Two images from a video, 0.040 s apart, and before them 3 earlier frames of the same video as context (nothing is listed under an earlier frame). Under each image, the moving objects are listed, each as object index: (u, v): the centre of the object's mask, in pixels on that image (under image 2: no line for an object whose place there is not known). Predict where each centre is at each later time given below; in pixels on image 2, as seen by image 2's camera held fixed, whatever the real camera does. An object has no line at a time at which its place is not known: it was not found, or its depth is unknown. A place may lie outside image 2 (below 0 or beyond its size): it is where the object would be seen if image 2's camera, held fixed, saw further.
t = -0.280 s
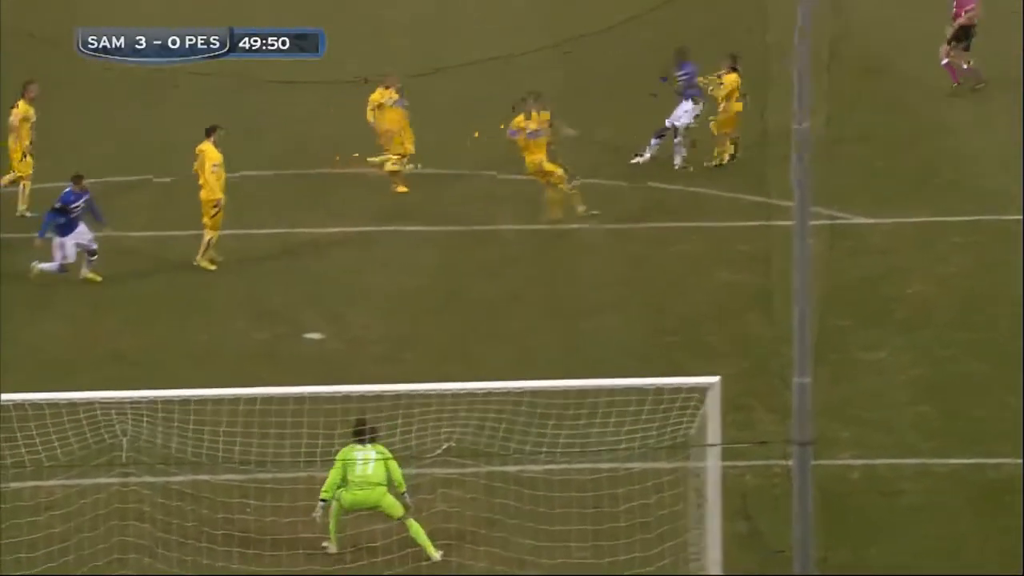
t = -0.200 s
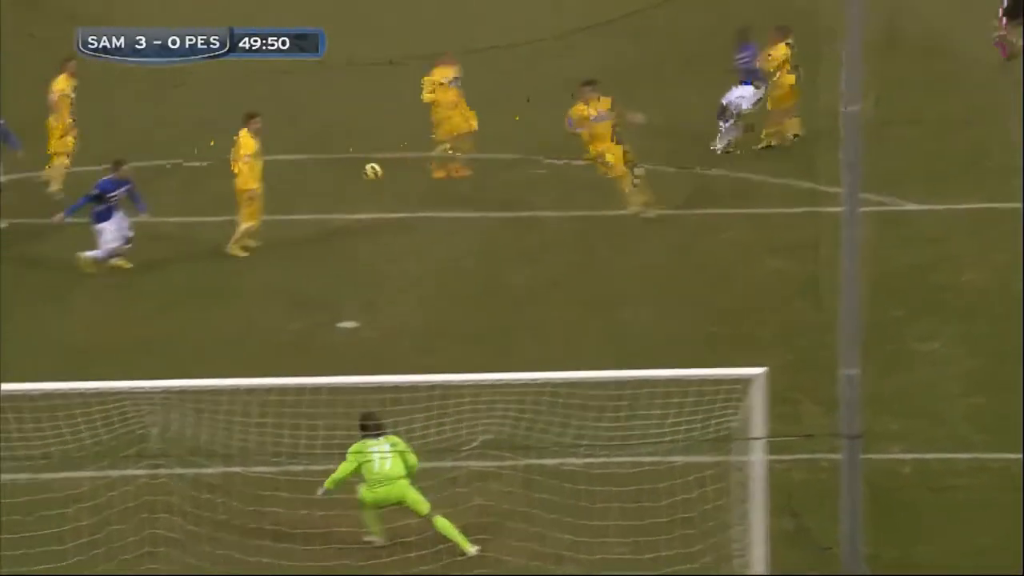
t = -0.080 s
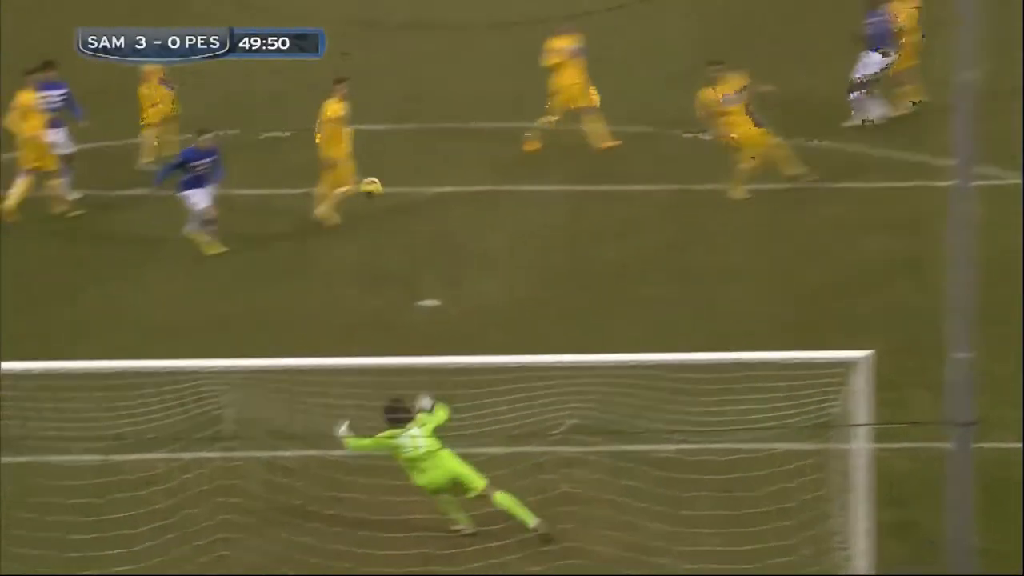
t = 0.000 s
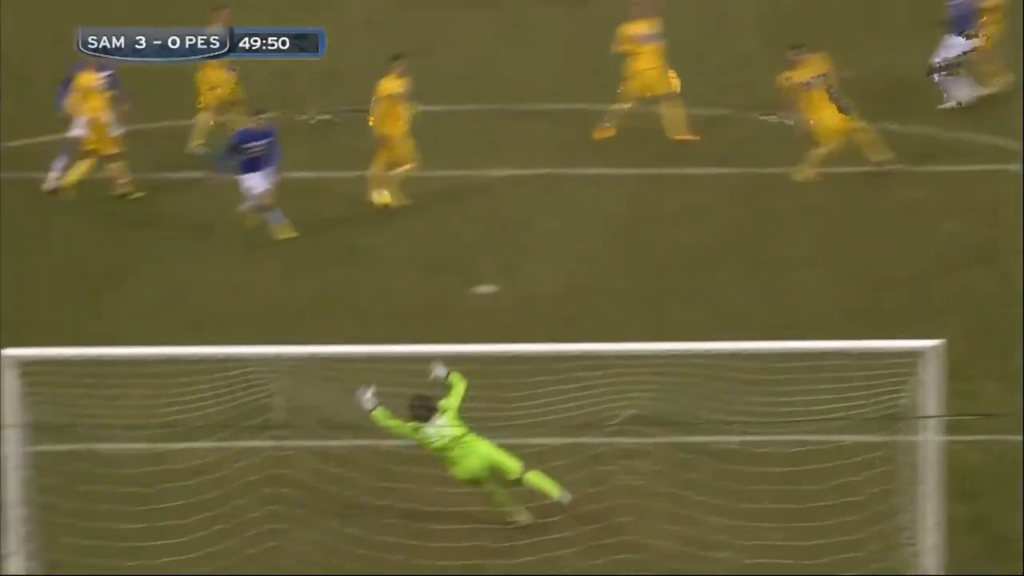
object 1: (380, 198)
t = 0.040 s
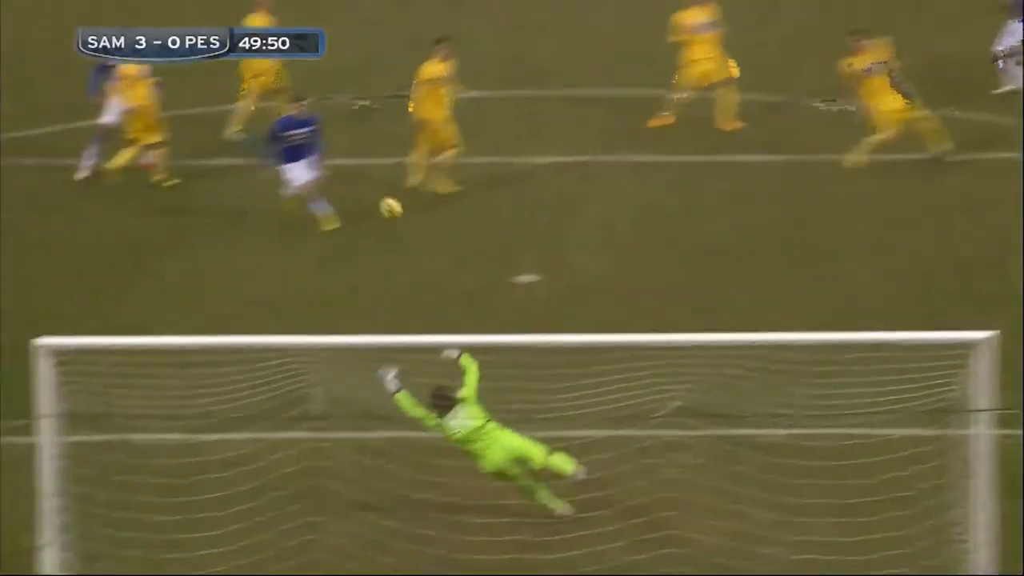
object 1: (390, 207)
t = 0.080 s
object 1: (361, 233)
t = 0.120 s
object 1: (333, 260)
